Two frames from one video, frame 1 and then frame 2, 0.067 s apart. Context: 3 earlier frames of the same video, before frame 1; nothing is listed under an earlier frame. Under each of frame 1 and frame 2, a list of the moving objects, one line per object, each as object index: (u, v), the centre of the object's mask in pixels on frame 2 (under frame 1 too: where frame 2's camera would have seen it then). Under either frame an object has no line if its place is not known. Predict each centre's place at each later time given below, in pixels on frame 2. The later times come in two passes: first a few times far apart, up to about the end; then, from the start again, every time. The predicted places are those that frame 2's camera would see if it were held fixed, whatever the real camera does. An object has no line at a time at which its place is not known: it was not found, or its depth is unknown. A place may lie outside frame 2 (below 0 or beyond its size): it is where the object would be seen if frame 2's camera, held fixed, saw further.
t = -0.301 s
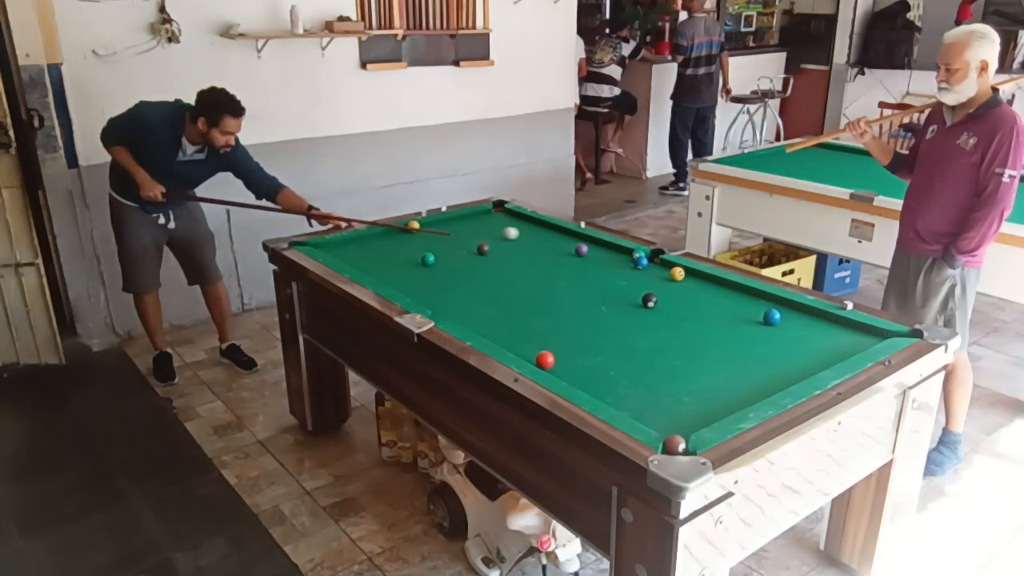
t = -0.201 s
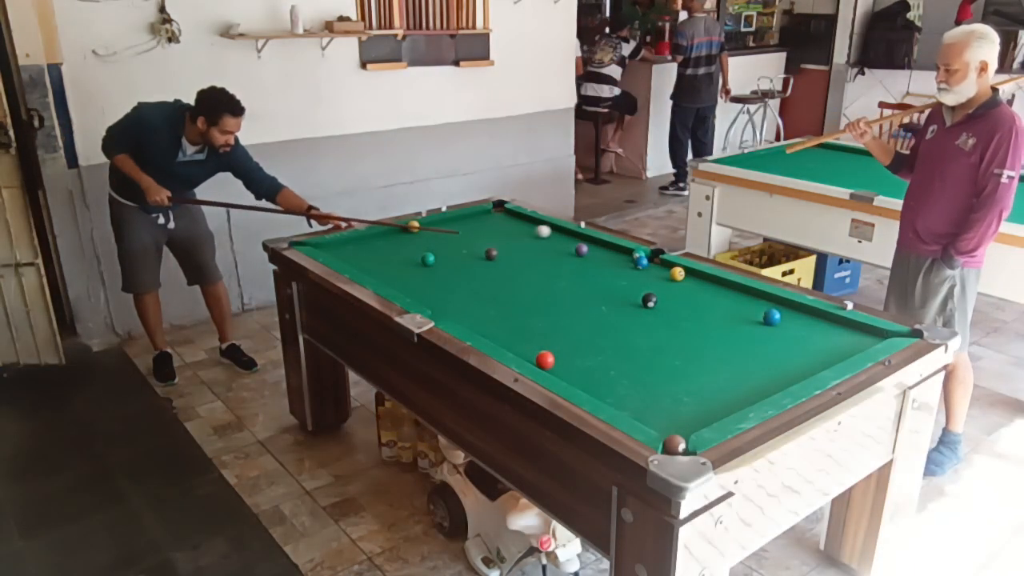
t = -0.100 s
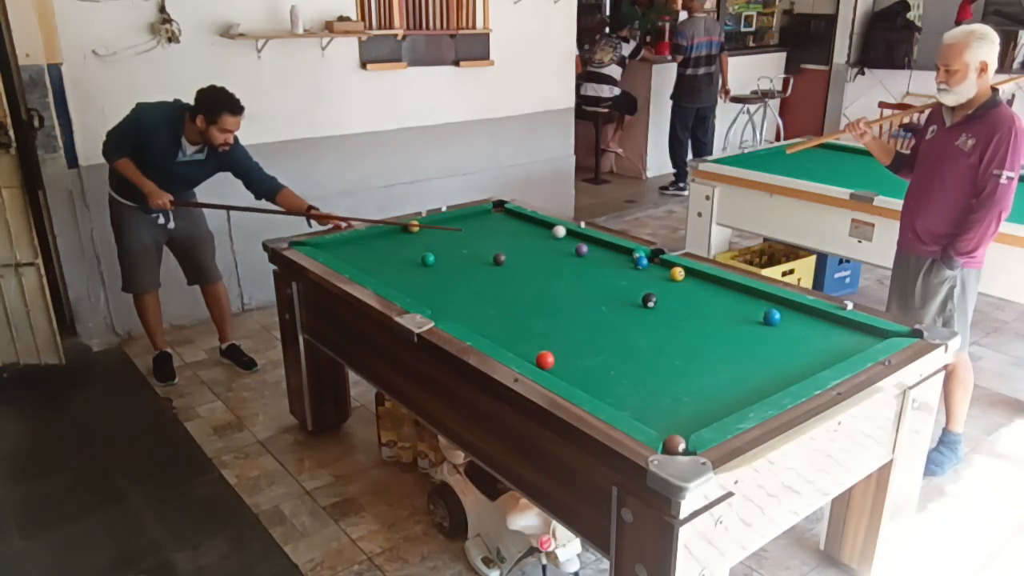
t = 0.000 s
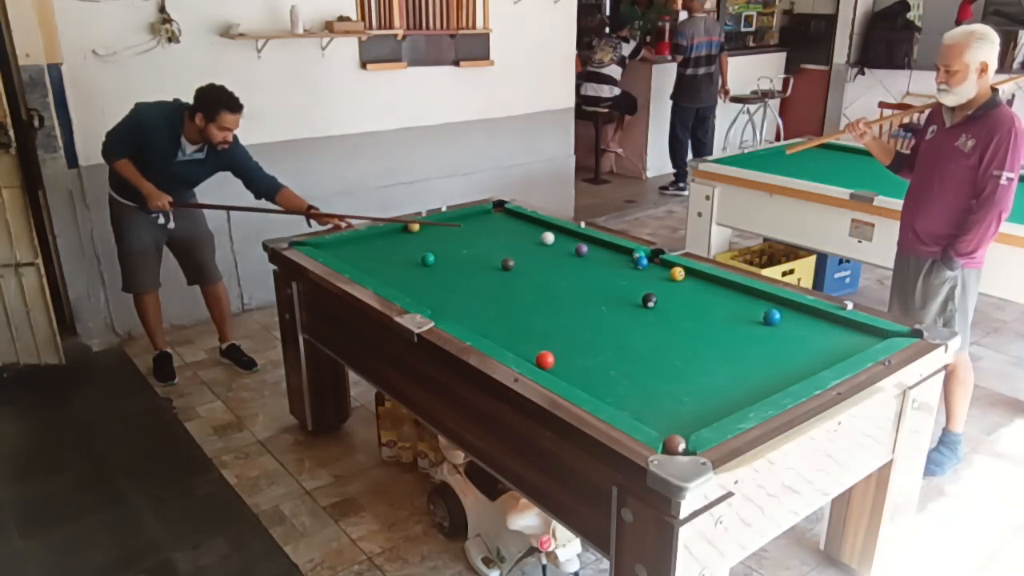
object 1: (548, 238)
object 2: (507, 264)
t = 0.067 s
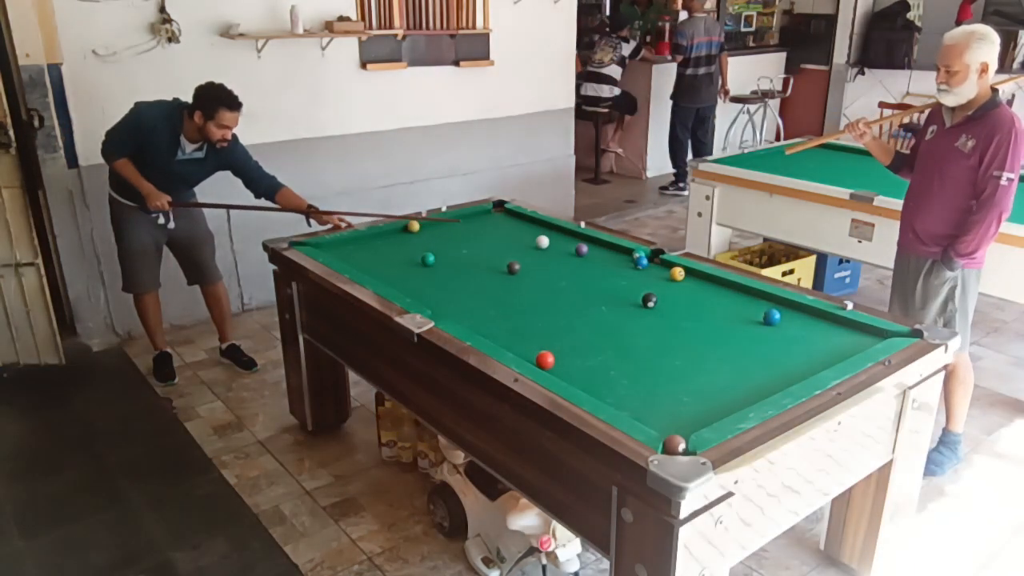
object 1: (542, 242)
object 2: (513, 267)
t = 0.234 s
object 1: (529, 251)
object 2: (527, 277)
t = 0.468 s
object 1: (509, 265)
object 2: (549, 290)
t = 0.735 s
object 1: (485, 283)
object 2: (575, 306)
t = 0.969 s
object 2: (599, 321)
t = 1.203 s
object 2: (625, 337)
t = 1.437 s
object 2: (651, 354)
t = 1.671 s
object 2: (679, 371)
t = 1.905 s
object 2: (709, 390)
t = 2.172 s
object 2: (732, 405)
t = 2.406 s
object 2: (705, 396)
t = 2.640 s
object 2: (680, 387)
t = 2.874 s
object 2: (658, 379)
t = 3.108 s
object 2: (638, 372)
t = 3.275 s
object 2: (625, 367)
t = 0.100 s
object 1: (539, 244)
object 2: (516, 269)
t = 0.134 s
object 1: (537, 245)
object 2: (519, 271)
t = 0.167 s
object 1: (535, 247)
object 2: (521, 273)
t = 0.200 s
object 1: (532, 249)
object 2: (525, 275)
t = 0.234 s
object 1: (529, 251)
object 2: (527, 277)
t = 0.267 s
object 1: (527, 253)
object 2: (530, 278)
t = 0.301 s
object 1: (524, 255)
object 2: (534, 280)
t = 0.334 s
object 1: (521, 257)
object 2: (536, 282)
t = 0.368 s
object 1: (518, 259)
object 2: (539, 284)
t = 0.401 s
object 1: (515, 261)
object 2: (542, 286)
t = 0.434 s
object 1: (513, 263)
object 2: (546, 288)
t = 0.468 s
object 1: (509, 265)
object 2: (549, 290)
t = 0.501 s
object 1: (507, 267)
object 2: (552, 292)
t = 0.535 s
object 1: (504, 269)
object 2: (555, 294)
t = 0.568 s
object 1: (500, 272)
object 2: (558, 296)
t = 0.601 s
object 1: (497, 274)
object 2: (562, 298)
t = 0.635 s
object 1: (494, 276)
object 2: (565, 300)
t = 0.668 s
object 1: (491, 278)
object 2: (568, 302)
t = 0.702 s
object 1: (488, 281)
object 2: (571, 304)
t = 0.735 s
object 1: (485, 283)
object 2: (575, 306)
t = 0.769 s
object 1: (482, 285)
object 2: (578, 308)
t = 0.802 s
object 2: (581, 310)
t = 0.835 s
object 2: (585, 312)
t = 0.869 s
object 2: (588, 314)
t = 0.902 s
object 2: (592, 317)
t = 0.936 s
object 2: (595, 319)
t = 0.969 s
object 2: (599, 321)
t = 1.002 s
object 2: (602, 324)
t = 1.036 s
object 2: (606, 326)
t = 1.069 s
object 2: (610, 328)
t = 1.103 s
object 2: (613, 330)
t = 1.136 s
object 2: (617, 333)
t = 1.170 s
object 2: (621, 335)
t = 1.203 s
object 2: (625, 337)
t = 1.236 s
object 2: (628, 340)
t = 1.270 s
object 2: (632, 342)
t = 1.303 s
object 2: (636, 344)
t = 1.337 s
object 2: (640, 347)
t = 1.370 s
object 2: (644, 349)
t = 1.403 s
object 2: (647, 351)
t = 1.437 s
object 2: (651, 354)
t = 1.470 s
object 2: (655, 357)
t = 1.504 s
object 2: (659, 359)
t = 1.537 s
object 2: (662, 361)
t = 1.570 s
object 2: (667, 363)
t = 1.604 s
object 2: (671, 366)
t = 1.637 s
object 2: (675, 369)
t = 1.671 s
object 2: (679, 371)
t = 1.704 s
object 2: (683, 374)
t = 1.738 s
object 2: (687, 376)
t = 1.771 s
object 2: (692, 379)
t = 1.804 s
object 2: (696, 382)
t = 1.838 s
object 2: (700, 385)
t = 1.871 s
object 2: (705, 387)
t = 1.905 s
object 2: (709, 390)
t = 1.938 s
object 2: (713, 393)
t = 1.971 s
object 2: (718, 396)
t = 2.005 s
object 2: (722, 399)
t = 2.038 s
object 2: (727, 402)
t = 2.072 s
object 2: (731, 404)
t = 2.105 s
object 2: (735, 405)
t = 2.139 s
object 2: (736, 405)
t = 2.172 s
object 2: (732, 405)
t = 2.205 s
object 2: (728, 405)
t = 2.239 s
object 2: (724, 404)
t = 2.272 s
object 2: (720, 402)
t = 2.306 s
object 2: (716, 400)
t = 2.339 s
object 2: (712, 399)
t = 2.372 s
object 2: (708, 397)
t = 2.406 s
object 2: (705, 396)
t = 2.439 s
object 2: (701, 394)
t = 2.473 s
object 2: (697, 394)
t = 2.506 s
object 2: (693, 392)
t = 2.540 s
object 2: (690, 391)
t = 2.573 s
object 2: (686, 389)
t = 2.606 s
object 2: (683, 388)
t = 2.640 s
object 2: (680, 387)
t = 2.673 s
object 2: (677, 386)
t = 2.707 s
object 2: (673, 385)
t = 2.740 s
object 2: (670, 383)
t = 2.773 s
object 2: (667, 383)
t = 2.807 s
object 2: (664, 381)
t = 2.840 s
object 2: (661, 380)
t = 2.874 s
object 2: (658, 379)
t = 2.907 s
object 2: (655, 378)
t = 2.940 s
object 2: (652, 377)
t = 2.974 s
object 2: (649, 376)
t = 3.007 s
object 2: (646, 374)
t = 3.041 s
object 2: (643, 374)
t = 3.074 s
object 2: (640, 373)
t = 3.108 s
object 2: (638, 372)
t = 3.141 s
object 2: (635, 370)
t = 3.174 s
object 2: (632, 370)
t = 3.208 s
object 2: (630, 369)
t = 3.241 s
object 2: (628, 368)
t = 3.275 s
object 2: (625, 367)
